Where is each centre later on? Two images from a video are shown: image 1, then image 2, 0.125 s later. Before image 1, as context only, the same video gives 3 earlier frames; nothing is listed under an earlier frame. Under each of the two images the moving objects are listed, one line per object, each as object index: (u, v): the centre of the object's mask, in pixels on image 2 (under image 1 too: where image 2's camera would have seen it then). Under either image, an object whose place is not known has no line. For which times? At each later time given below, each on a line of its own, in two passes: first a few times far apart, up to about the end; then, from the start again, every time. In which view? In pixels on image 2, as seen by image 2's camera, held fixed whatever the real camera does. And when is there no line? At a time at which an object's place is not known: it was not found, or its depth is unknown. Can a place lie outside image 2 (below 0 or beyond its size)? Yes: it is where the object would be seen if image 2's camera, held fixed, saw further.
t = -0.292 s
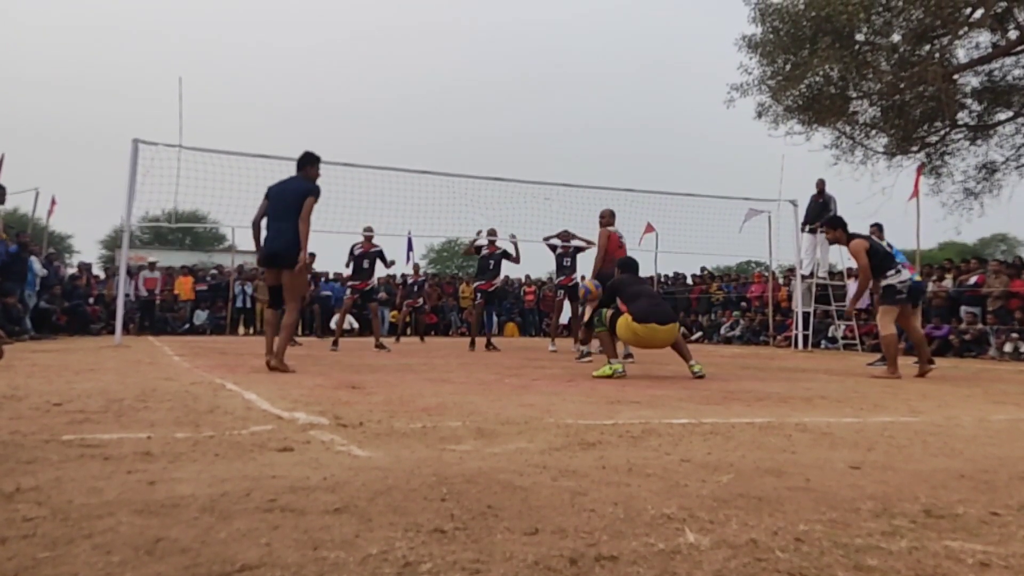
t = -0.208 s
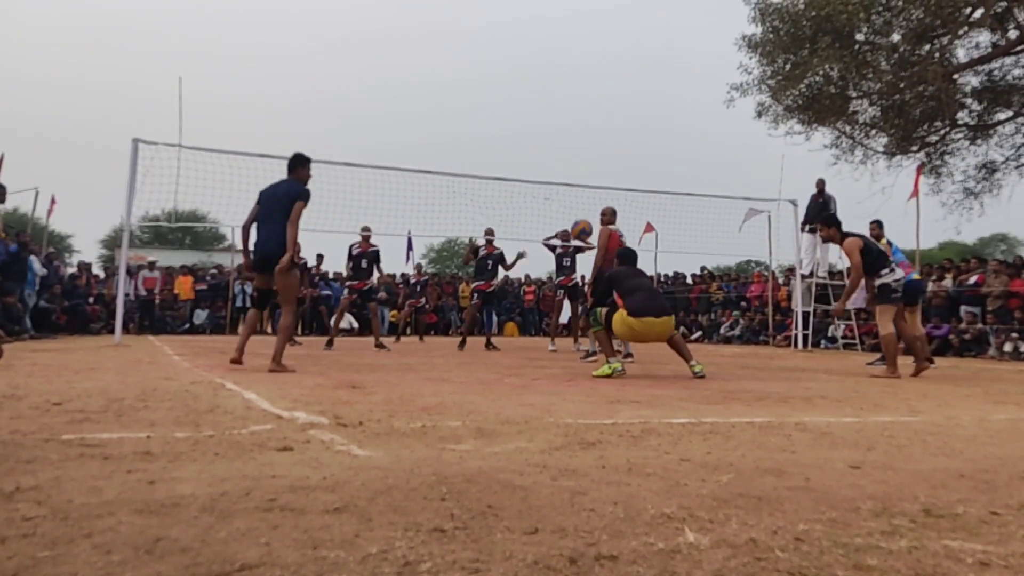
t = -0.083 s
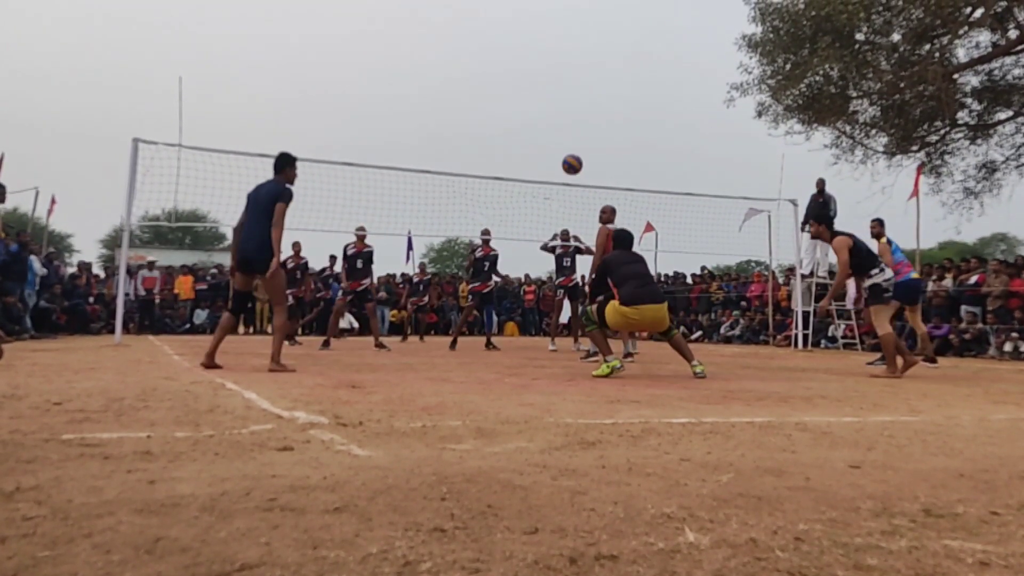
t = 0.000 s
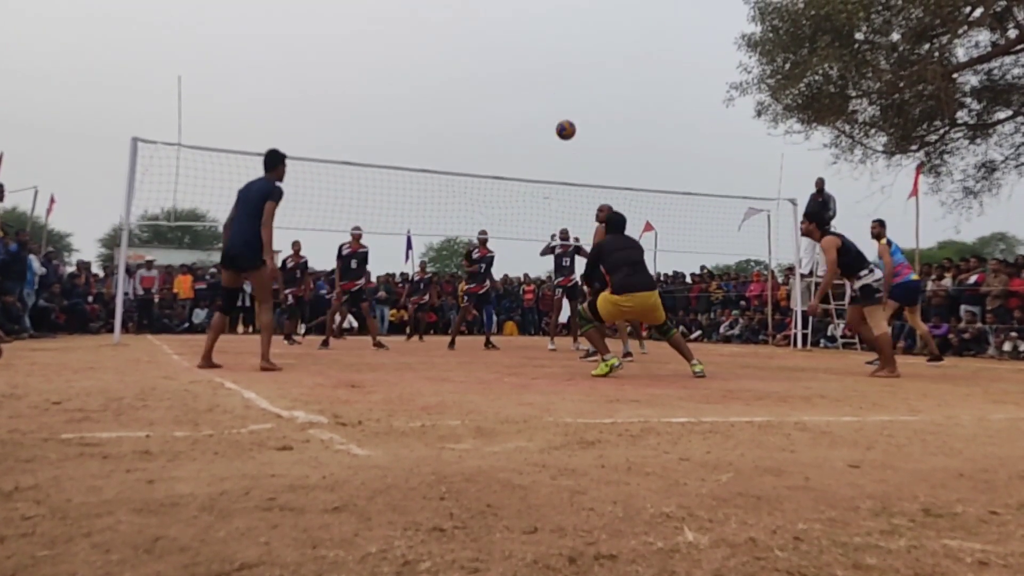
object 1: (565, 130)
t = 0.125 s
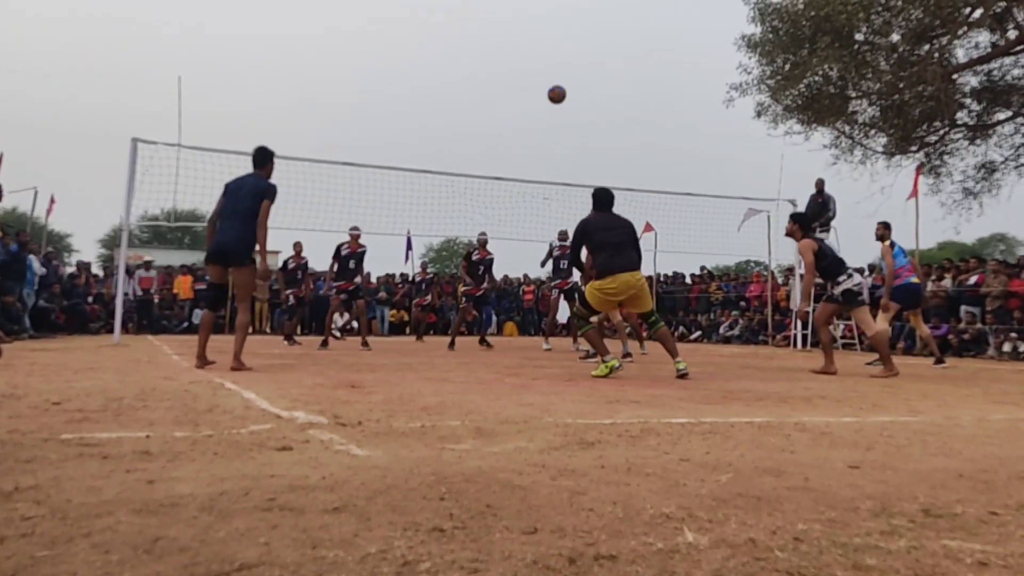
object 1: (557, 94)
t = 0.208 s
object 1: (552, 81)
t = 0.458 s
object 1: (539, 78)
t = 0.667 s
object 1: (528, 111)
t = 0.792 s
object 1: (523, 139)
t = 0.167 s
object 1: (553, 83)
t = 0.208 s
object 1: (552, 81)
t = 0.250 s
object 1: (549, 76)
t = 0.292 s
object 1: (548, 74)
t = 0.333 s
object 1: (545, 73)
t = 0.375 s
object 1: (543, 73)
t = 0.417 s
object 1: (540, 76)
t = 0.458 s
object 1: (539, 78)
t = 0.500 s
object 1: (537, 83)
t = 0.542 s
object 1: (535, 87)
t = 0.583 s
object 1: (533, 94)
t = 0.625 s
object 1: (531, 101)
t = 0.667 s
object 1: (528, 111)
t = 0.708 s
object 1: (527, 118)
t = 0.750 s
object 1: (525, 130)
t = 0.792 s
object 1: (523, 139)
